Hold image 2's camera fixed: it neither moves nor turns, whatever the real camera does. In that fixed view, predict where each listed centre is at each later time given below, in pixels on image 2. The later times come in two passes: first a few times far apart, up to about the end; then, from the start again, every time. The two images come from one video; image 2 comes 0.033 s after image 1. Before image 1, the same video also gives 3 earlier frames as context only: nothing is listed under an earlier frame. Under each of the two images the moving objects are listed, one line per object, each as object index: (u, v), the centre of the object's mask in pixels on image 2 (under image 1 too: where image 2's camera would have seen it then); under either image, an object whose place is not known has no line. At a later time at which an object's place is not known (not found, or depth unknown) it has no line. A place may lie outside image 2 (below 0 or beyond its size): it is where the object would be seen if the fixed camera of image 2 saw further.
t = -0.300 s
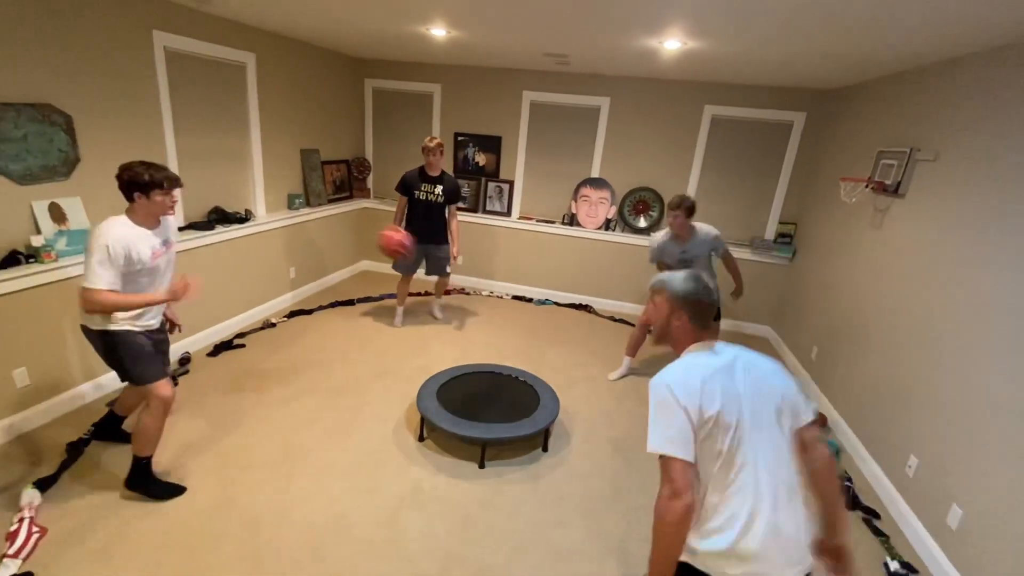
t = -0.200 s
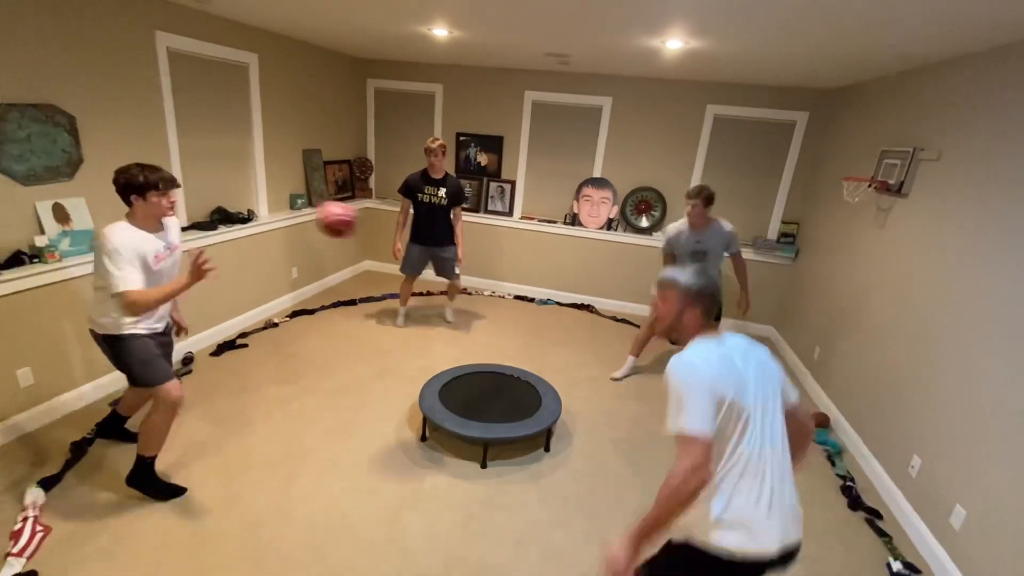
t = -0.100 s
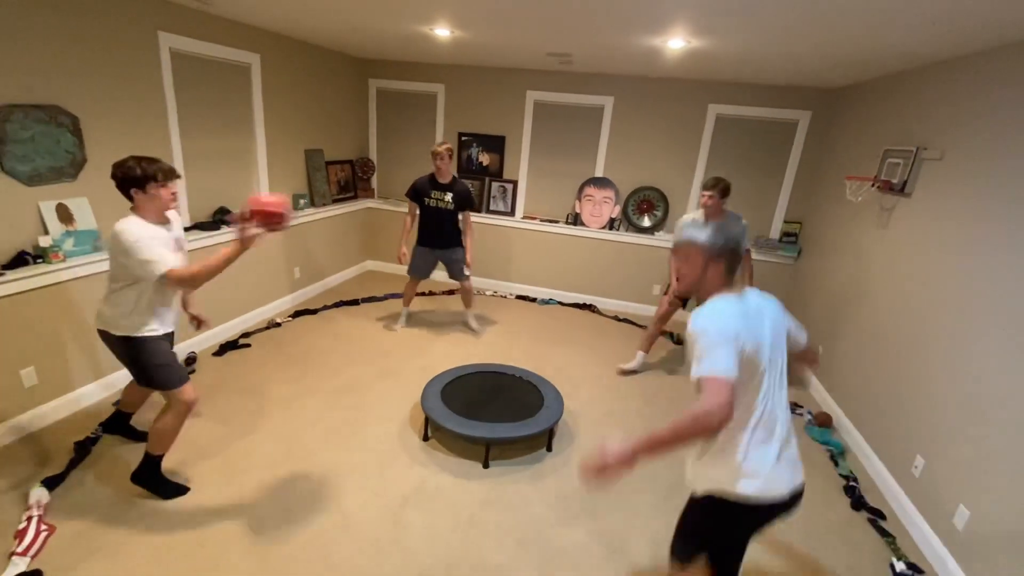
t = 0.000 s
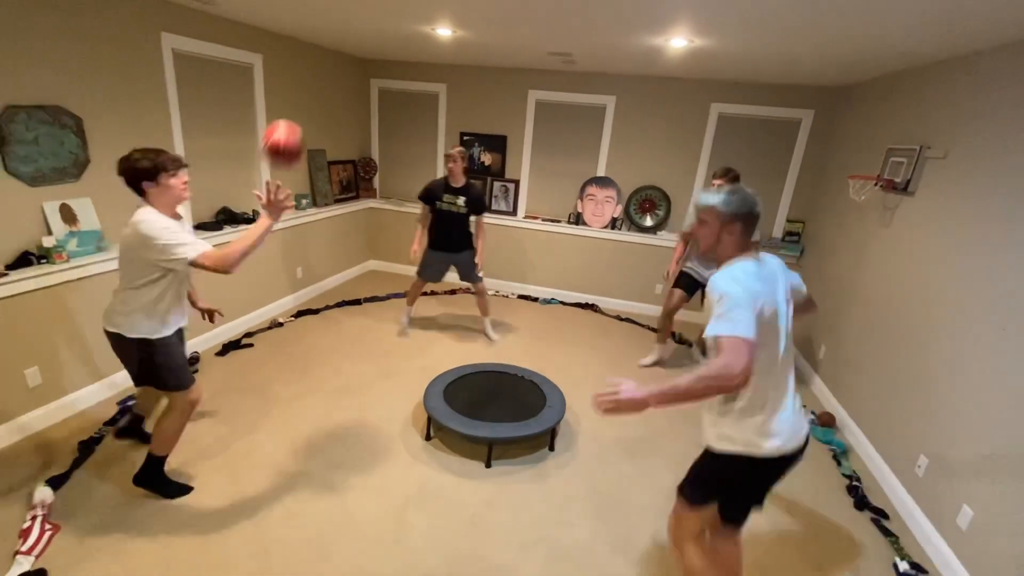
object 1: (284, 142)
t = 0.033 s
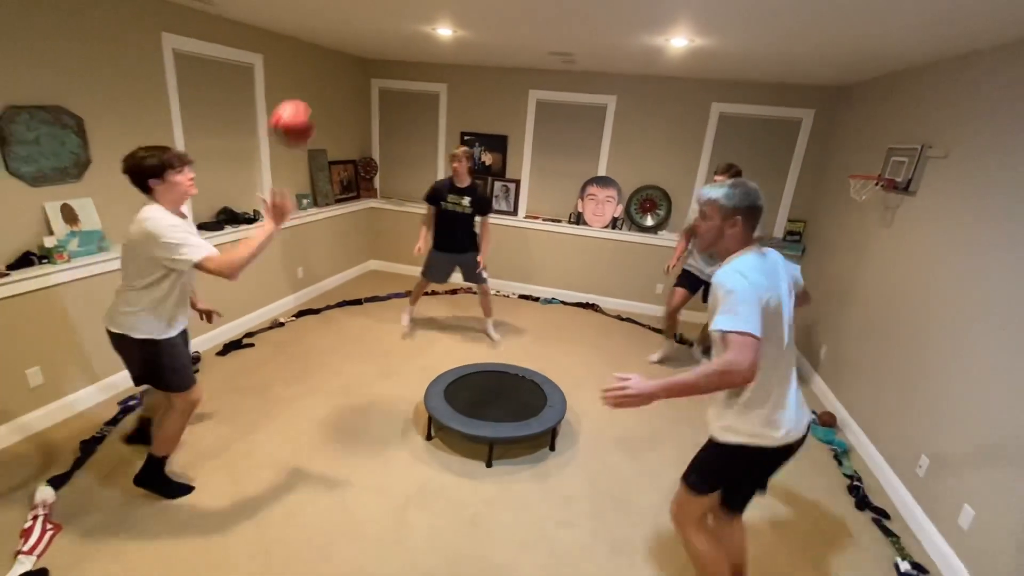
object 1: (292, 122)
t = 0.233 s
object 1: (339, 58)
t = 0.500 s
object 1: (390, 102)
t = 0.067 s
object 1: (301, 104)
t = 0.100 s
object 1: (309, 91)
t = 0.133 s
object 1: (317, 79)
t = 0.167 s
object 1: (325, 70)
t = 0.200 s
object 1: (332, 63)
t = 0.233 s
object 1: (339, 58)
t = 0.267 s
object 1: (346, 57)
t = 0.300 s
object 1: (353, 58)
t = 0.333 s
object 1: (361, 61)
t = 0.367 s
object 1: (368, 67)
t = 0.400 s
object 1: (374, 73)
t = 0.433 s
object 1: (380, 81)
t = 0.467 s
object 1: (385, 91)
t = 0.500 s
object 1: (390, 102)
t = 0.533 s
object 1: (396, 115)
